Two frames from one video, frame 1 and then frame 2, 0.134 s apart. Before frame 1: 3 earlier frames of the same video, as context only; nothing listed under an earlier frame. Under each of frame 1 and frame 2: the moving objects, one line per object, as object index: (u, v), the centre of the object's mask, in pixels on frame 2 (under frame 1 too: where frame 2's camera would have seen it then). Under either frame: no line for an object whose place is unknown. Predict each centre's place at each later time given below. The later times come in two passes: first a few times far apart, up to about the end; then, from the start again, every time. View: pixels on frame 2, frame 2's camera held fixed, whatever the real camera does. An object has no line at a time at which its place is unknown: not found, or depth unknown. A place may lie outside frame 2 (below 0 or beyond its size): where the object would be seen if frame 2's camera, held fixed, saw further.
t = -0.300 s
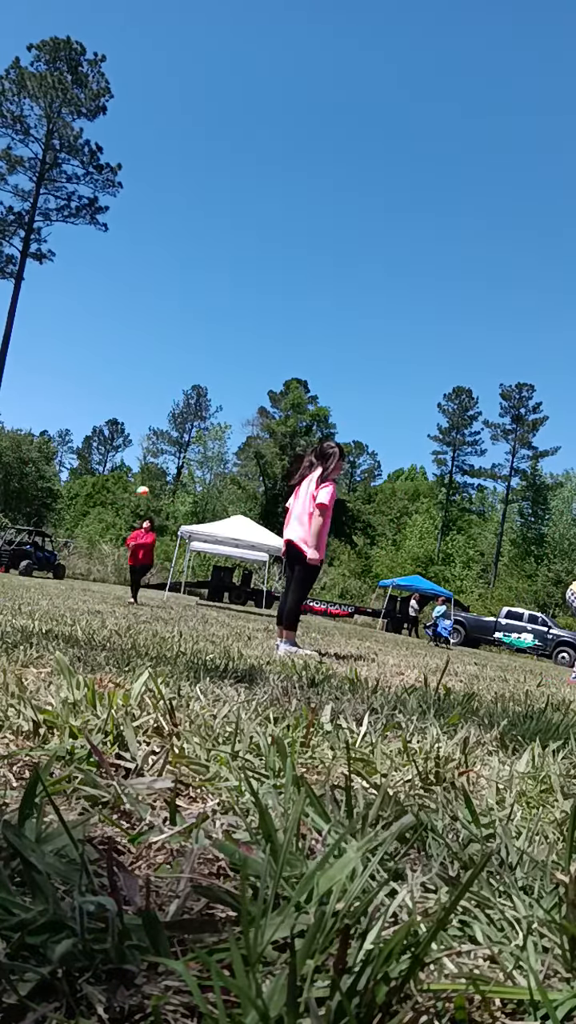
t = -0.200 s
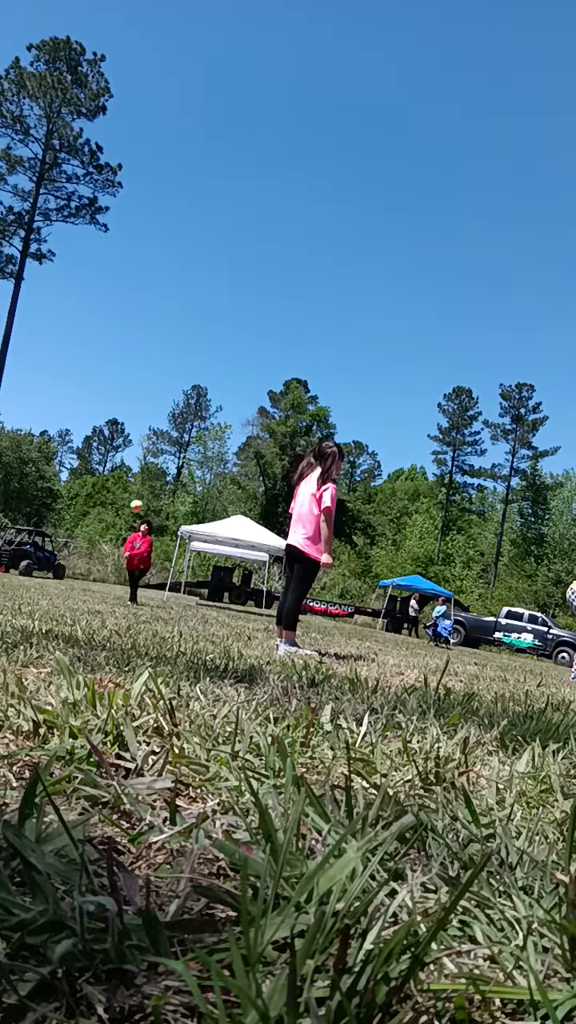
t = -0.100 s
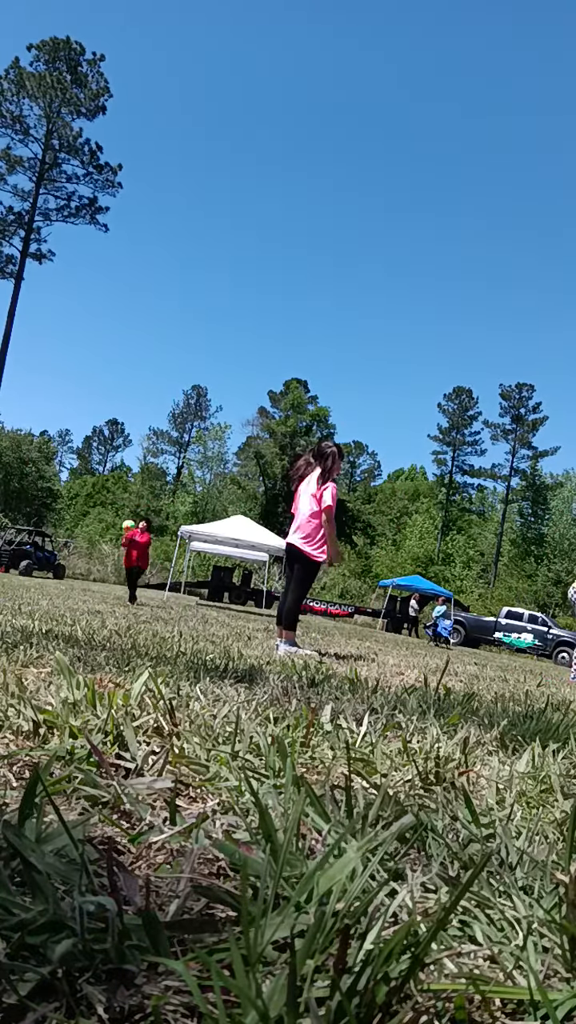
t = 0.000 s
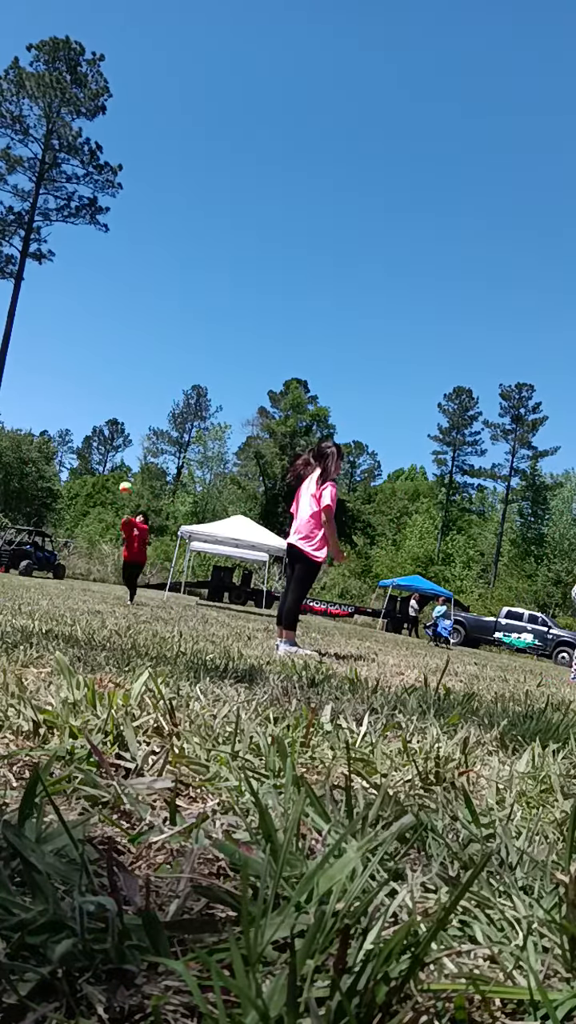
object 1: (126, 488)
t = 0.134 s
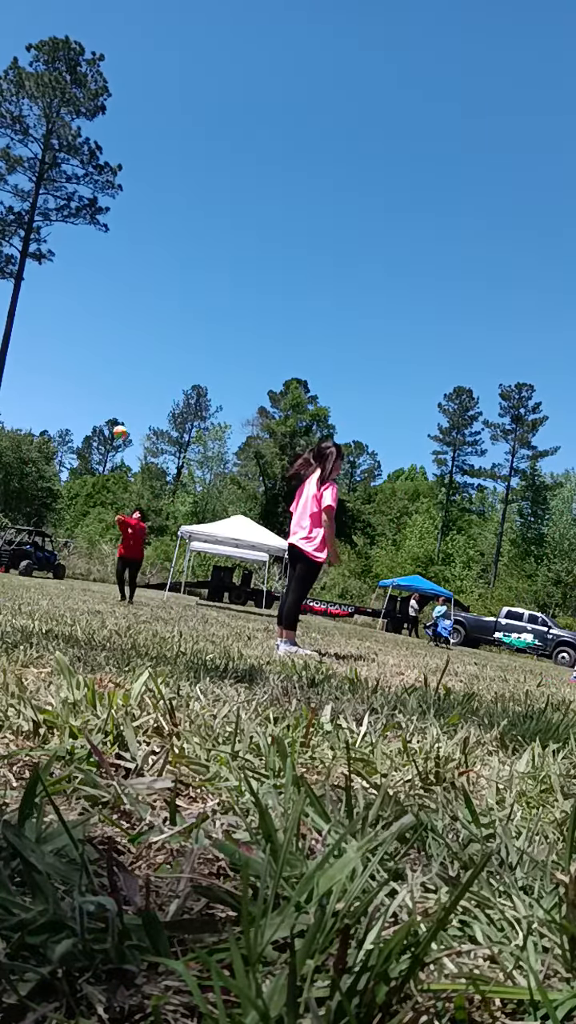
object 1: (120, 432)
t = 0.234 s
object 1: (114, 395)
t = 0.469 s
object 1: (92, 330)
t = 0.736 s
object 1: (51, 292)
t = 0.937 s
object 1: (6, 297)
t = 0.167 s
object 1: (118, 419)
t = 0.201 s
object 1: (116, 407)
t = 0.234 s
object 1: (114, 395)
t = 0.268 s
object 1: (111, 384)
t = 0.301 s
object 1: (109, 373)
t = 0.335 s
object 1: (106, 363)
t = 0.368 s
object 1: (103, 354)
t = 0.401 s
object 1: (100, 345)
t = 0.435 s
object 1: (97, 337)
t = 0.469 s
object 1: (92, 330)
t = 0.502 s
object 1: (88, 323)
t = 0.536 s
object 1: (84, 316)
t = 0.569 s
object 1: (79, 310)
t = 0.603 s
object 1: (74, 305)
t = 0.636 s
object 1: (69, 301)
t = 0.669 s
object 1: (63, 297)
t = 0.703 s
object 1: (57, 295)
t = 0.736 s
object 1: (51, 292)
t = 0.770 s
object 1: (44, 291)
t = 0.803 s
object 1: (37, 290)
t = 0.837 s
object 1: (29, 290)
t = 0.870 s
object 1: (21, 292)
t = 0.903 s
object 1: (13, 294)
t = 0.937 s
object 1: (6, 297)
